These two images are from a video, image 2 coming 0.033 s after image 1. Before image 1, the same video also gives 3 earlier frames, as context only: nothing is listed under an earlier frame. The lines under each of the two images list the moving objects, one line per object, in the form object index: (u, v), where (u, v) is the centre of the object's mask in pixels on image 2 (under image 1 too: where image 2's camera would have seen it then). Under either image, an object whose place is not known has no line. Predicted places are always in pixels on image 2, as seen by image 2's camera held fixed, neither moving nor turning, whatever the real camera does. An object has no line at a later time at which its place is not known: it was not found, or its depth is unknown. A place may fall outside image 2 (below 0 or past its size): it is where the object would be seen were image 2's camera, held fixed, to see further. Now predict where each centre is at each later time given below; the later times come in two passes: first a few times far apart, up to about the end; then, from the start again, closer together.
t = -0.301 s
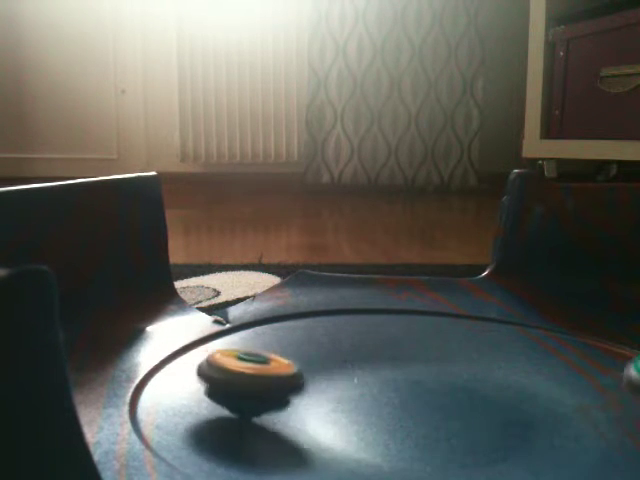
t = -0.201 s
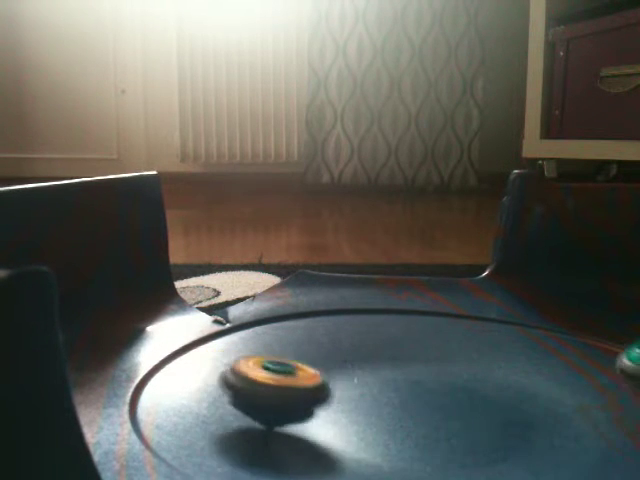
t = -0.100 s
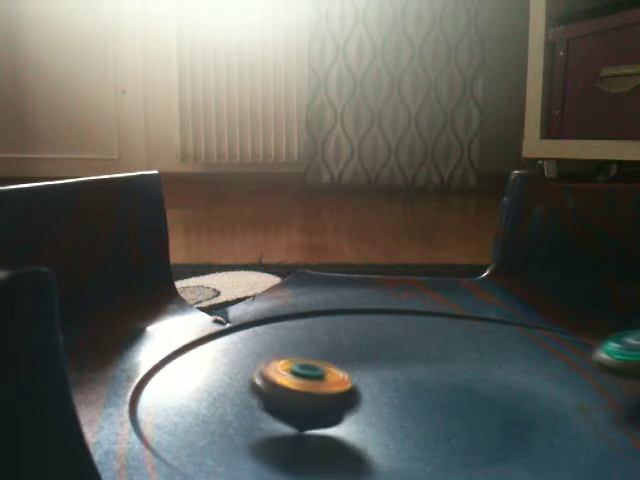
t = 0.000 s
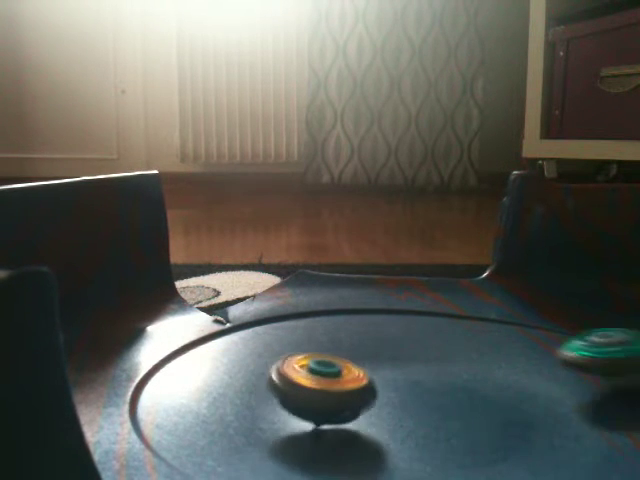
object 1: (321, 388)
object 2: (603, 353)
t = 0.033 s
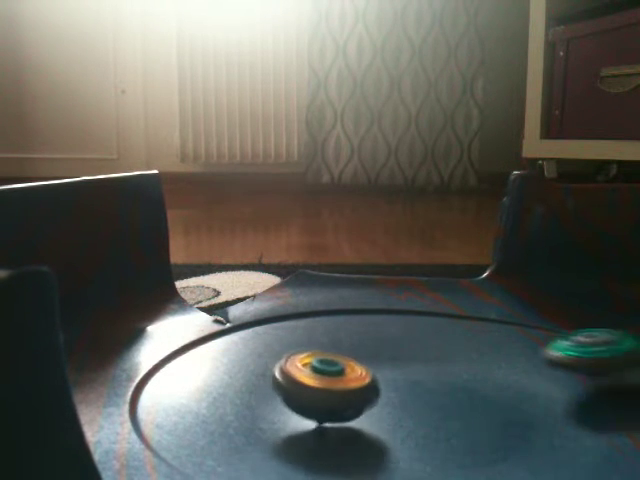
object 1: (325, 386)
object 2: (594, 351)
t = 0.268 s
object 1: (335, 374)
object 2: (479, 359)
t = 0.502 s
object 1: (316, 367)
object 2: (473, 368)
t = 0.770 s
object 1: (317, 371)
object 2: (441, 368)
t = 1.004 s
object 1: (318, 374)
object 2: (402, 360)
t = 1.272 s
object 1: (293, 389)
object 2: (411, 339)
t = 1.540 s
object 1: (310, 399)
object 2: (366, 345)
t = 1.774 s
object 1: (325, 398)
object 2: (389, 356)
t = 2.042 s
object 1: (325, 389)
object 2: (433, 368)
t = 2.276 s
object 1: (329, 381)
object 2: (462, 383)
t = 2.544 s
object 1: (340, 377)
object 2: (475, 404)
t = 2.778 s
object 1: (346, 377)
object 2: (464, 423)
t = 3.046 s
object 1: (345, 379)
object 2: (460, 433)
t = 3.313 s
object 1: (333, 382)
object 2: (440, 425)
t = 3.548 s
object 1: (287, 372)
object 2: (442, 434)
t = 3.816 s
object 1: (286, 371)
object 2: (525, 426)
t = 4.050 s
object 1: (315, 373)
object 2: (523, 405)
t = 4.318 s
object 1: (340, 365)
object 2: (511, 390)
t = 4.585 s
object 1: (376, 362)
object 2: (519, 378)
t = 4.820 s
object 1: (402, 368)
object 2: (515, 364)
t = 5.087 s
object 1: (413, 378)
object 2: (481, 351)
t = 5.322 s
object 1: (405, 388)
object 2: (447, 348)
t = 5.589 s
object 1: (377, 393)
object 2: (439, 359)
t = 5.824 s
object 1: (338, 389)
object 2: (427, 366)
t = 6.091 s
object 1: (314, 380)
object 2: (412, 371)
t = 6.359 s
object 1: (315, 375)
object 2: (421, 376)
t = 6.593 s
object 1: (322, 371)
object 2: (430, 382)
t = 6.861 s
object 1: (330, 370)
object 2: (443, 389)
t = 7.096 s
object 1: (330, 371)
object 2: (454, 396)
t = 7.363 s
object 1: (320, 374)
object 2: (470, 405)
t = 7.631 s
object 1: (305, 377)
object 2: (487, 415)
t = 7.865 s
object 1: (307, 382)
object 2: (508, 421)
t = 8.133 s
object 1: (312, 385)
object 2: (528, 412)
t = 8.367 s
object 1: (316, 384)
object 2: (512, 403)
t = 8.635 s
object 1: (318, 385)
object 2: (490, 397)
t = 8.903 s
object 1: (315, 387)
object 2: (469, 390)
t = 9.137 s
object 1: (312, 392)
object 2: (452, 385)
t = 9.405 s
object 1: (319, 396)
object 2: (436, 381)
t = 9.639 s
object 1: (322, 397)
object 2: (423, 377)
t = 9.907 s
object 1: (321, 395)
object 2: (406, 374)
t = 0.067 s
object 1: (327, 384)
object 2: (580, 352)
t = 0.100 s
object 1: (328, 382)
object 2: (561, 353)
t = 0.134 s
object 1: (329, 381)
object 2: (543, 354)
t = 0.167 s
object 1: (330, 379)
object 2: (523, 356)
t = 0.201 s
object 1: (332, 377)
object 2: (504, 357)
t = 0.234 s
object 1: (333, 375)
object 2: (489, 357)
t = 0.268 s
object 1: (335, 374)
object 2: (479, 359)
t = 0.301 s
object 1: (338, 372)
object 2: (469, 362)
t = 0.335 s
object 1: (341, 371)
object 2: (461, 363)
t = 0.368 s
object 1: (344, 370)
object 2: (451, 364)
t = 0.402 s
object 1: (346, 369)
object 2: (444, 365)
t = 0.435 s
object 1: (336, 367)
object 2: (453, 365)
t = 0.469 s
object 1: (324, 367)
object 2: (466, 366)
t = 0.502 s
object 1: (316, 367)
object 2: (473, 368)
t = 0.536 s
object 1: (311, 366)
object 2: (477, 369)
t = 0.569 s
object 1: (310, 366)
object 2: (477, 370)
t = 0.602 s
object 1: (310, 367)
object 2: (473, 371)
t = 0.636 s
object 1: (311, 368)
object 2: (467, 371)
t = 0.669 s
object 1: (313, 369)
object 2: (461, 370)
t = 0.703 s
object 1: (315, 369)
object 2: (454, 369)
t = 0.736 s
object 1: (316, 370)
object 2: (448, 368)
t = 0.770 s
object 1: (317, 371)
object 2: (441, 368)
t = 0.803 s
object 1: (317, 372)
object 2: (435, 367)
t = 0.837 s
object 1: (317, 372)
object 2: (429, 366)
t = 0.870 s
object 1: (318, 373)
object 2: (423, 365)
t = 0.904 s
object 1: (318, 373)
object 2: (417, 364)
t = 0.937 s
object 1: (318, 373)
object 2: (412, 363)
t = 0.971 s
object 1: (318, 373)
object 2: (407, 362)
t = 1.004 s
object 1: (318, 374)
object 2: (402, 360)
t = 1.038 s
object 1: (313, 375)
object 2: (402, 358)
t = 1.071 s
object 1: (302, 377)
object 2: (413, 355)
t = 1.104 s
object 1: (295, 379)
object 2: (422, 351)
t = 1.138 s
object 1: (292, 381)
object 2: (426, 348)
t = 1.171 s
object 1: (290, 382)
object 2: (425, 346)
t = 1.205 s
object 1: (291, 384)
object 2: (422, 343)
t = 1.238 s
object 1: (292, 386)
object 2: (417, 341)
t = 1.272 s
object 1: (293, 389)
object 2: (411, 339)
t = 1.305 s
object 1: (295, 390)
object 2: (404, 338)
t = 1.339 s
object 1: (296, 392)
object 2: (398, 337)
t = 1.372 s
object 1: (298, 394)
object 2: (390, 337)
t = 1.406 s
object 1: (300, 395)
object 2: (384, 338)
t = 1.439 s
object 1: (302, 397)
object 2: (378, 339)
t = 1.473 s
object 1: (304, 398)
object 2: (373, 340)
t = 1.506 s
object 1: (307, 399)
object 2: (369, 342)
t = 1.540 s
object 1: (310, 399)
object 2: (366, 345)
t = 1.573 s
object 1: (313, 400)
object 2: (365, 347)
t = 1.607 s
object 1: (316, 400)
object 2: (365, 349)
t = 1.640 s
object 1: (319, 400)
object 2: (368, 351)
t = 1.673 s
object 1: (321, 400)
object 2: (372, 352)
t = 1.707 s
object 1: (323, 400)
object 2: (378, 353)
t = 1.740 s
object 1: (324, 399)
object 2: (384, 354)
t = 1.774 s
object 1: (325, 398)
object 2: (389, 356)
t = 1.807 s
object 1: (326, 397)
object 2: (395, 357)
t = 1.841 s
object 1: (325, 396)
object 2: (401, 358)
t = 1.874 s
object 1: (325, 395)
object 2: (407, 359)
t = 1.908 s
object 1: (325, 394)
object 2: (412, 361)
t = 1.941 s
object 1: (326, 392)
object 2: (417, 362)
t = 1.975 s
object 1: (326, 391)
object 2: (423, 364)
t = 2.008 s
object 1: (325, 390)
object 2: (428, 366)
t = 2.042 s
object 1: (325, 389)
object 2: (433, 368)
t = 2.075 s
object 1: (325, 388)
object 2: (438, 370)
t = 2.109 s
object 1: (325, 386)
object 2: (442, 372)
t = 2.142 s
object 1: (325, 385)
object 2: (447, 374)
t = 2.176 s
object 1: (326, 384)
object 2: (451, 376)
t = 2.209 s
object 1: (327, 383)
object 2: (455, 378)
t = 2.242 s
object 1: (327, 382)
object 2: (459, 381)
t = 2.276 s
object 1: (329, 381)
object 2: (462, 383)
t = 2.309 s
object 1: (330, 381)
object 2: (465, 385)
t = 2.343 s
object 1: (331, 380)
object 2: (468, 388)
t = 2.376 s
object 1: (333, 379)
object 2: (470, 391)
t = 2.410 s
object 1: (334, 379)
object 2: (472, 393)
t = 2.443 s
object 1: (335, 378)
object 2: (473, 396)
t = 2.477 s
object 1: (337, 378)
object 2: (474, 399)
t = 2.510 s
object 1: (338, 377)
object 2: (475, 402)
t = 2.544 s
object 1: (340, 377)
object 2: (475, 404)
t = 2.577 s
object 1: (341, 377)
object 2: (475, 407)
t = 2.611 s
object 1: (342, 377)
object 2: (474, 410)
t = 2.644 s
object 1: (343, 377)
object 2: (473, 412)
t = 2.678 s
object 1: (344, 377)
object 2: (471, 415)
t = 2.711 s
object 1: (345, 377)
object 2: (469, 418)
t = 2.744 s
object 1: (346, 377)
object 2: (466, 420)
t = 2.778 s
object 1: (346, 377)
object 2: (464, 423)
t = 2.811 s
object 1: (346, 377)
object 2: (461, 425)
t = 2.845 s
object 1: (347, 378)
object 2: (459, 427)
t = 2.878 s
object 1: (347, 378)
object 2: (457, 429)
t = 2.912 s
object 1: (347, 378)
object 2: (457, 430)
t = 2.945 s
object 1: (346, 378)
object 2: (457, 431)
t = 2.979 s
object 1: (346, 379)
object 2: (457, 432)
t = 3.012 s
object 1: (346, 379)
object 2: (458, 433)
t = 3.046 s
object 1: (345, 379)
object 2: (460, 433)
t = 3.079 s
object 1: (344, 379)
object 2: (461, 433)
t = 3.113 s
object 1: (343, 380)
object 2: (461, 432)
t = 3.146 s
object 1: (342, 380)
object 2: (461, 431)
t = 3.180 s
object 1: (341, 380)
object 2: (460, 430)
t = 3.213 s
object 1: (339, 381)
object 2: (456, 429)
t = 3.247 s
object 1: (337, 381)
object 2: (452, 427)
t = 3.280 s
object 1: (335, 382)
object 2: (447, 426)
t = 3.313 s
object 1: (333, 382)
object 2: (440, 425)
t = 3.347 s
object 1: (330, 382)
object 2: (434, 423)
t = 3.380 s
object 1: (327, 383)
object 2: (426, 421)
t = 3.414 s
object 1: (324, 383)
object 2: (419, 420)
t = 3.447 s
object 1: (321, 383)
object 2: (412, 418)
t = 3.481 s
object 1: (317, 383)
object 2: (405, 417)
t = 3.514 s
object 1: (303, 378)
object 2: (418, 422)
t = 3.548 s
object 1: (287, 372)
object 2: (442, 434)
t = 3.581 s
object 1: (277, 367)
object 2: (459, 438)
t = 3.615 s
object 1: (273, 364)
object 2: (472, 440)
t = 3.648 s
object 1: (273, 363)
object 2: (485, 439)
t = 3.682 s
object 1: (274, 364)
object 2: (497, 437)
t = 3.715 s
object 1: (276, 366)
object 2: (507, 435)
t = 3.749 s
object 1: (279, 368)
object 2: (515, 433)
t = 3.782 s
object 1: (282, 369)
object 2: (521, 429)
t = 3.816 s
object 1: (286, 371)
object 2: (525, 426)
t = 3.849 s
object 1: (290, 372)
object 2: (528, 423)
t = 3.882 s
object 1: (294, 373)
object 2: (529, 420)
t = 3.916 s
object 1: (299, 374)
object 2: (529, 416)
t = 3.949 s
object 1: (304, 374)
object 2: (529, 413)
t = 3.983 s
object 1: (308, 373)
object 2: (528, 411)
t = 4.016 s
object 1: (312, 373)
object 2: (526, 408)
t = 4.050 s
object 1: (315, 373)
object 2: (523, 405)
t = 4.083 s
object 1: (318, 372)
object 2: (521, 403)
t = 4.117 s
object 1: (321, 371)
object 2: (519, 401)
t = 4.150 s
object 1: (324, 371)
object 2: (517, 399)
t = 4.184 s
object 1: (326, 369)
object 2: (515, 398)
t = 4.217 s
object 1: (329, 368)
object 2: (514, 396)
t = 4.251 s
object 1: (332, 367)
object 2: (512, 394)
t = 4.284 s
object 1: (336, 366)
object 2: (512, 392)
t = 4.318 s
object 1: (340, 365)
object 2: (511, 390)
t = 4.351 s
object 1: (344, 364)
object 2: (511, 388)
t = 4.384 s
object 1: (349, 363)
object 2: (511, 387)
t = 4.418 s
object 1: (353, 363)
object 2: (512, 385)
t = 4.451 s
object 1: (358, 362)
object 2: (513, 384)
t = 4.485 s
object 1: (363, 362)
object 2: (515, 382)
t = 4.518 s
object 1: (367, 362)
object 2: (516, 381)
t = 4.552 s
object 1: (372, 362)
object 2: (518, 379)
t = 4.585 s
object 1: (376, 362)
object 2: (519, 378)
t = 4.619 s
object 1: (380, 363)
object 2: (521, 376)
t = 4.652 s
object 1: (385, 363)
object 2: (522, 374)
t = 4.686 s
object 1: (388, 364)
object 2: (522, 372)
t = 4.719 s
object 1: (392, 365)
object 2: (521, 370)
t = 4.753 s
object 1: (396, 366)
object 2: (520, 368)
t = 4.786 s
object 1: (399, 367)
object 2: (518, 366)
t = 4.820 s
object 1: (402, 368)
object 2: (515, 364)
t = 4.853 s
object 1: (405, 369)
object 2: (511, 362)
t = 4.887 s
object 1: (407, 370)
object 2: (507, 360)
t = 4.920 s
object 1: (410, 371)
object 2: (503, 358)
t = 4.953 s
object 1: (411, 373)
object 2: (500, 356)
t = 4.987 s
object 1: (412, 374)
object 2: (495, 355)
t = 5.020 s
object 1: (413, 375)
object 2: (491, 353)
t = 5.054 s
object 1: (414, 377)
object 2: (486, 352)
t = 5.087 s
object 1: (413, 378)
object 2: (481, 351)
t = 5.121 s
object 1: (414, 380)
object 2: (475, 350)
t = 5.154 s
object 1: (413, 381)
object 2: (470, 348)
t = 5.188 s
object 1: (412, 382)
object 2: (464, 347)
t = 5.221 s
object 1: (411, 383)
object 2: (458, 347)
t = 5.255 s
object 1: (409, 385)
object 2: (454, 347)
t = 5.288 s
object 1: (407, 386)
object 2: (450, 347)
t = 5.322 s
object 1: (405, 388)
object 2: (447, 348)
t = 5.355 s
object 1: (402, 388)
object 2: (445, 349)
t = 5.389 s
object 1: (399, 389)
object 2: (444, 350)
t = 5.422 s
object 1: (395, 390)
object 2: (444, 351)
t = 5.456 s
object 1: (391, 391)
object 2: (443, 353)
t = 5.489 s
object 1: (389, 392)
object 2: (442, 354)
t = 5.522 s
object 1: (385, 392)
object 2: (441, 355)
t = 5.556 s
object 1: (381, 393)
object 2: (440, 358)
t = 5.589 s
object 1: (377, 393)
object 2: (439, 359)
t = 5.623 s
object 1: (369, 393)
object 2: (437, 361)
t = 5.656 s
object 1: (363, 393)
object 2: (435, 363)
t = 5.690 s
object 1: (351, 392)
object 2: (432, 365)
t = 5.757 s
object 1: (346, 391)
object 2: (431, 365)
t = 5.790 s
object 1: (342, 390)
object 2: (429, 366)
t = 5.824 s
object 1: (338, 389)
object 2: (427, 366)
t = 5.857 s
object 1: (334, 388)
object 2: (425, 367)
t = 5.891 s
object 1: (329, 387)
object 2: (423, 368)
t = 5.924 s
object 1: (325, 386)
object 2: (422, 369)
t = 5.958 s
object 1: (322, 385)
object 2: (420, 369)
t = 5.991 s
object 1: (319, 384)
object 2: (418, 370)
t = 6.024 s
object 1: (317, 383)
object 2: (416, 370)
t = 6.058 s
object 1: (315, 381)
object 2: (414, 371)
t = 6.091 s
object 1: (314, 380)
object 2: (412, 371)
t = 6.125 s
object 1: (310, 378)
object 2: (413, 372)
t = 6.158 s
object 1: (307, 377)
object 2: (414, 372)
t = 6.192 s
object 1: (307, 376)
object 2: (415, 373)
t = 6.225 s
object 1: (307, 376)
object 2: (416, 373)
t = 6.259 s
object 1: (308, 376)
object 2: (418, 374)
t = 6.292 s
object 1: (310, 376)
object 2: (419, 375)
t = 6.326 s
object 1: (312, 375)
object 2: (420, 375)
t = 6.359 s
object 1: (315, 375)
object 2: (421, 376)
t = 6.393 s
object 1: (317, 375)
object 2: (422, 377)
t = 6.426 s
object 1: (319, 375)
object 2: (423, 378)
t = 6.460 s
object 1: (320, 374)
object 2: (425, 379)
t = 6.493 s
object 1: (320, 374)
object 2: (426, 379)
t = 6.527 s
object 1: (321, 373)
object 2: (427, 380)
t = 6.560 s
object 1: (322, 372)
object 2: (429, 381)
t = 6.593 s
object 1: (322, 371)
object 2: (430, 382)
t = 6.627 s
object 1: (323, 371)
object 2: (432, 382)
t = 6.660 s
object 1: (324, 371)
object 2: (433, 383)
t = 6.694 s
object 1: (326, 370)
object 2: (434, 384)
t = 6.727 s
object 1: (327, 370)
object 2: (436, 385)
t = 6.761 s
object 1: (327, 370)
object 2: (438, 386)
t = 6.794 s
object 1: (328, 370)
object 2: (439, 387)
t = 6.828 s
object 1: (329, 370)
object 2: (441, 388)
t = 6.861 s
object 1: (330, 370)
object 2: (443, 389)
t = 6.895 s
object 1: (331, 370)
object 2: (445, 390)
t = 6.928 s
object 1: (331, 370)
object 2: (446, 391)
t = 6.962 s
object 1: (331, 370)
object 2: (448, 391)
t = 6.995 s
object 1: (331, 370)
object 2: (450, 393)
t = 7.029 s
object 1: (331, 371)
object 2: (451, 394)
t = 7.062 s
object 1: (331, 371)
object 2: (453, 395)
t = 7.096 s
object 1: (330, 371)
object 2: (454, 396)
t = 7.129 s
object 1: (330, 371)
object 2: (456, 397)
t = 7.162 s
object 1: (329, 371)
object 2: (457, 398)
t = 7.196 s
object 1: (329, 372)
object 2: (459, 399)
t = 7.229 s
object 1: (327, 372)
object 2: (461, 400)
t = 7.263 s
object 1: (326, 372)
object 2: (463, 401)
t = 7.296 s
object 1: (324, 373)
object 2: (465, 402)
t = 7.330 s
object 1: (322, 373)
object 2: (468, 403)
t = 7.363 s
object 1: (320, 374)
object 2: (470, 405)
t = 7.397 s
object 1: (318, 374)
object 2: (472, 405)
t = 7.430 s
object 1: (315, 374)
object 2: (474, 407)
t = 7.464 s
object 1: (313, 375)
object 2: (477, 408)
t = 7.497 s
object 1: (311, 375)
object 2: (479, 410)
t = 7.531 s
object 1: (309, 375)
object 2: (481, 411)
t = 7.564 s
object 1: (307, 376)
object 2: (483, 412)
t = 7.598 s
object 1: (306, 376)
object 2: (485, 413)
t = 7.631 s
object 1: (305, 377)
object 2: (487, 415)
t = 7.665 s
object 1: (305, 378)
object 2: (489, 416)
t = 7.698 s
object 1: (305, 378)
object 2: (492, 417)
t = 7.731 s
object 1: (304, 379)
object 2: (494, 419)
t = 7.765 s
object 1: (304, 380)
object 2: (497, 420)
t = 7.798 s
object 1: (305, 381)
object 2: (500, 420)
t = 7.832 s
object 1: (306, 381)
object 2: (504, 421)
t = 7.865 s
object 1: (307, 382)
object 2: (508, 421)
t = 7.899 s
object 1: (308, 383)
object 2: (512, 420)
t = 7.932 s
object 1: (309, 383)
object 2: (516, 419)
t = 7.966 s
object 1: (311, 384)
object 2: (519, 419)
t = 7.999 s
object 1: (311, 384)
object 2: (522, 417)
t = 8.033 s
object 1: (311, 384)
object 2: (524, 417)
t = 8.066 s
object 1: (312, 384)
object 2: (526, 415)
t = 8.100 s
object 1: (312, 385)
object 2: (527, 414)
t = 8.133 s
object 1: (312, 385)
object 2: (528, 412)
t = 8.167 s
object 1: (312, 385)
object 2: (527, 411)
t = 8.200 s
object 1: (313, 385)
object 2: (526, 409)
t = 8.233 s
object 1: (314, 384)
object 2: (525, 408)
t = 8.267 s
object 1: (314, 384)
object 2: (522, 407)
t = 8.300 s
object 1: (315, 384)
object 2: (519, 405)
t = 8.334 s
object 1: (315, 384)
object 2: (516, 404)
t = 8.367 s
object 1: (316, 384)
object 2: (512, 403)
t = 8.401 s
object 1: (317, 384)
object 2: (509, 402)
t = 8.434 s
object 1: (317, 384)
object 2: (506, 402)
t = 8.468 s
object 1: (318, 384)
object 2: (503, 401)
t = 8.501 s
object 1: (318, 384)
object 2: (500, 400)
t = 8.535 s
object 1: (319, 384)
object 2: (498, 399)
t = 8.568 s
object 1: (319, 384)
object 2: (495, 398)
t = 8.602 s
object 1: (319, 384)
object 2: (493, 397)
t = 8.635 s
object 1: (318, 385)
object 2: (490, 397)
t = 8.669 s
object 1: (319, 385)
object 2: (487, 396)
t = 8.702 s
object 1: (318, 385)
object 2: (484, 395)
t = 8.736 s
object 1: (318, 385)
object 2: (481, 394)
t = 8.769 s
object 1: (317, 386)
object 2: (479, 393)
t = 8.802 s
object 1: (317, 386)
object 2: (476, 392)
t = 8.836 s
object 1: (316, 386)
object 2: (473, 391)
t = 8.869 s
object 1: (316, 386)
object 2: (471, 391)
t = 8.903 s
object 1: (315, 387)
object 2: (469, 390)
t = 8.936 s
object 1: (315, 388)
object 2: (466, 389)
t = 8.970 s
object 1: (315, 388)
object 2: (464, 388)
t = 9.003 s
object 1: (314, 389)
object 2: (462, 388)
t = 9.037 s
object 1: (313, 390)
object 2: (459, 387)
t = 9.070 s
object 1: (313, 390)
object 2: (457, 386)
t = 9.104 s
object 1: (312, 391)
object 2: (454, 386)
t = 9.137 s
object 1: (312, 392)
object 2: (452, 385)
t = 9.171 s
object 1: (312, 392)
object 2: (450, 385)
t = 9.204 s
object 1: (312, 393)
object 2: (448, 384)
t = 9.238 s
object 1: (312, 394)
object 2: (446, 383)
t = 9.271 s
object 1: (313, 394)
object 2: (444, 383)
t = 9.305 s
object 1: (315, 395)
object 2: (442, 383)
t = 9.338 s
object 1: (316, 395)
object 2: (440, 382)
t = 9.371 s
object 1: (318, 395)
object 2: (438, 382)
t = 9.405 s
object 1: (319, 396)
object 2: (436, 381)
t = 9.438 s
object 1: (320, 396)
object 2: (434, 381)
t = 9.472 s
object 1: (322, 396)
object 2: (433, 380)
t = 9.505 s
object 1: (322, 396)
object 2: (431, 380)
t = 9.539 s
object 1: (323, 397)
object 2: (429, 379)
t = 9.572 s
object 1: (323, 397)
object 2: (427, 378)
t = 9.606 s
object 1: (323, 397)
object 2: (425, 377)
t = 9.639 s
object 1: (322, 397)
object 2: (423, 377)
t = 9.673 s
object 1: (322, 397)
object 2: (420, 377)
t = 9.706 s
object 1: (322, 396)
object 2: (418, 376)
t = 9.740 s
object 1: (321, 396)
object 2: (416, 376)
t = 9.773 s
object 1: (320, 396)
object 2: (413, 376)
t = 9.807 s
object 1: (320, 396)
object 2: (412, 375)
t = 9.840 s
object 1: (320, 395)
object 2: (410, 375)
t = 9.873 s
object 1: (321, 395)
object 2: (408, 374)
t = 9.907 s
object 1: (321, 395)
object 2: (406, 374)
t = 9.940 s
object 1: (321, 395)
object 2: (405, 374)
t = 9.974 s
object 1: (320, 394)
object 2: (404, 373)
